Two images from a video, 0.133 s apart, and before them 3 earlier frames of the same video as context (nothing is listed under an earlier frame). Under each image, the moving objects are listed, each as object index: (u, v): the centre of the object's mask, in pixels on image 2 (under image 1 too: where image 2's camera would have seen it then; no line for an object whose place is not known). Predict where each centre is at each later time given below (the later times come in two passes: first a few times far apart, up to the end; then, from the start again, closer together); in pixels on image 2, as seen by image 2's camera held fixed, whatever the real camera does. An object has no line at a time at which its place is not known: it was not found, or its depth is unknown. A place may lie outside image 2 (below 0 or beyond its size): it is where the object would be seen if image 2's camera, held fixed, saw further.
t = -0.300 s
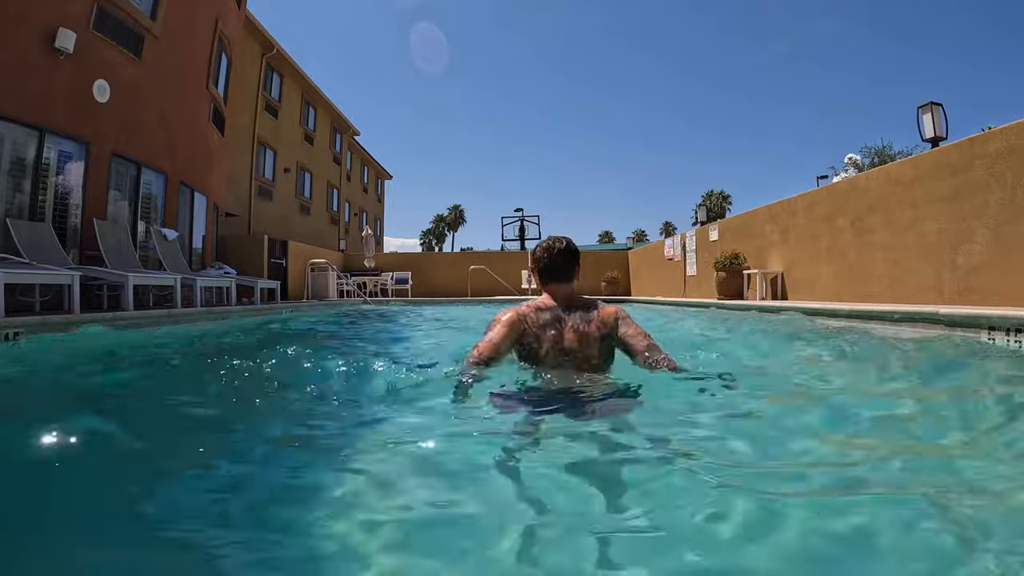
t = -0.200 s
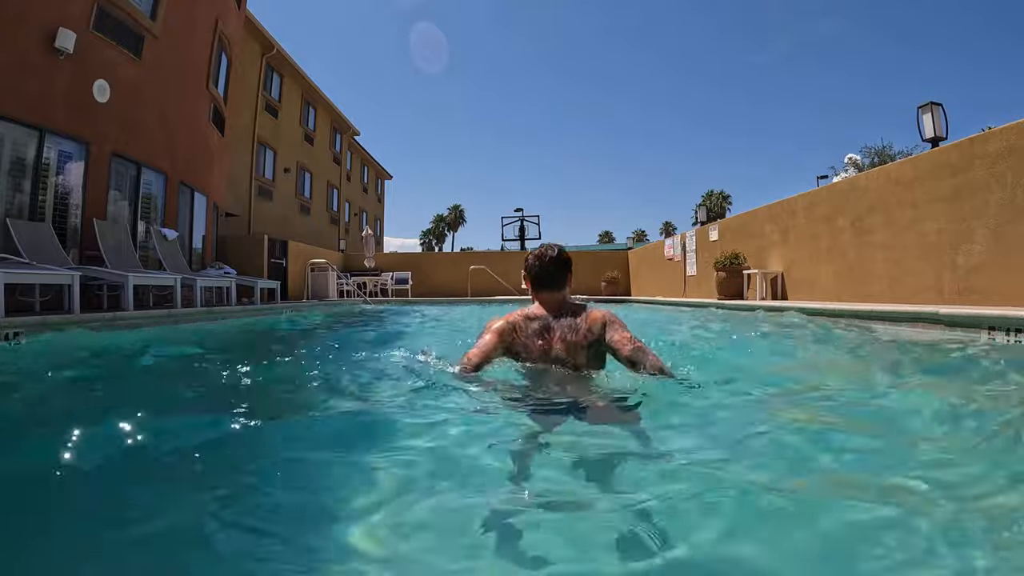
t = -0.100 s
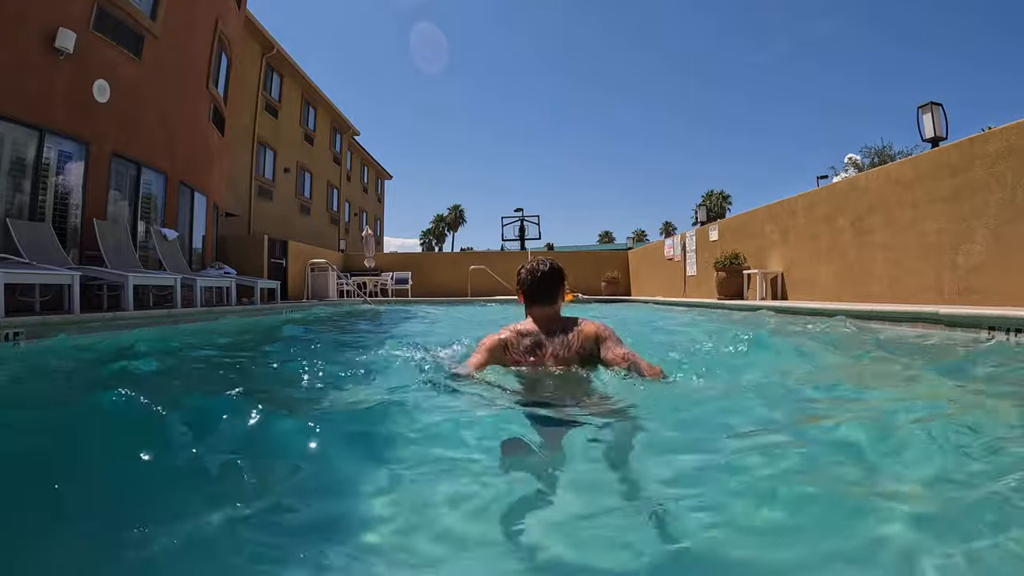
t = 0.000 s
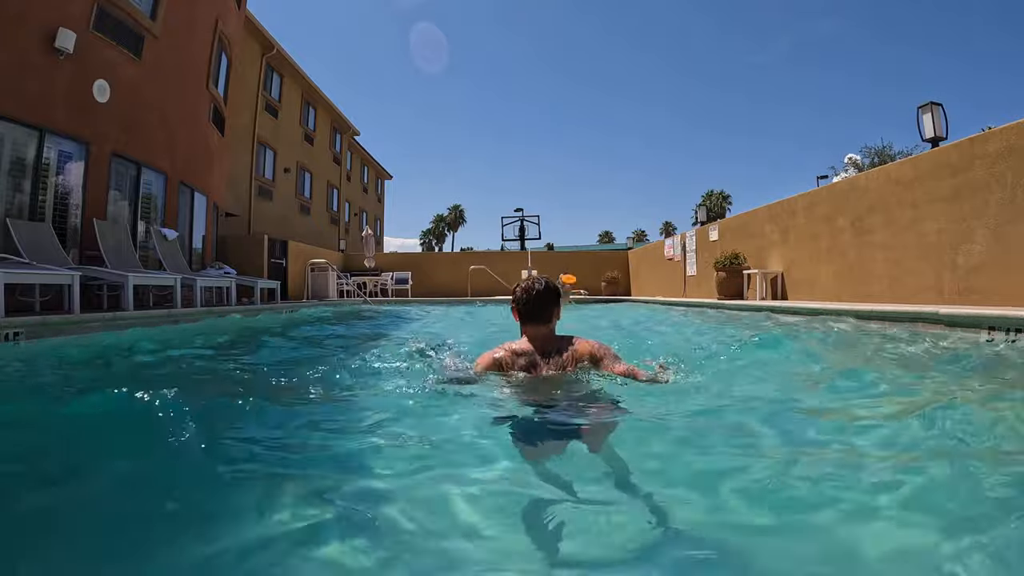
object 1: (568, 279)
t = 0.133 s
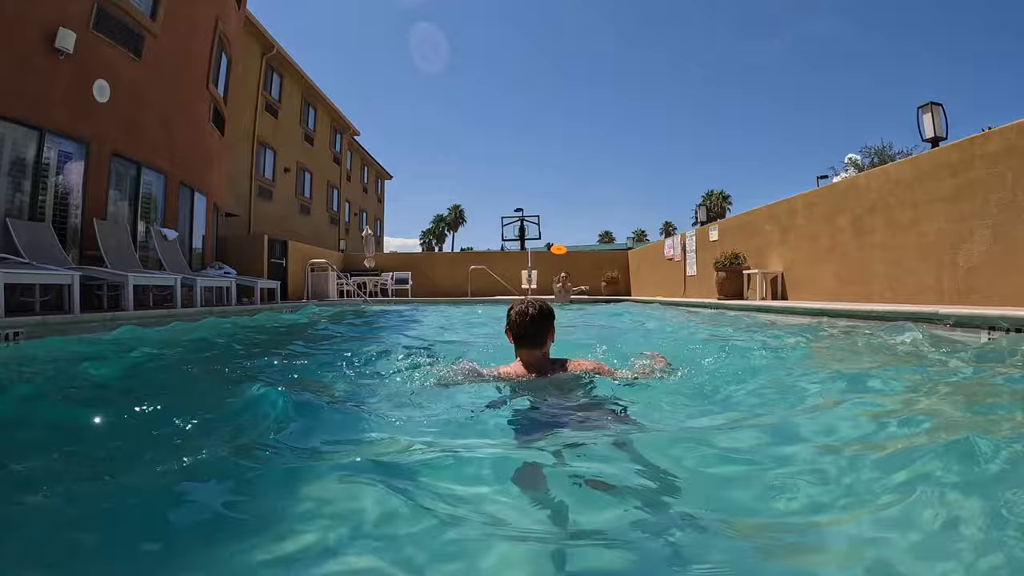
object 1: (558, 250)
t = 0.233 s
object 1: (550, 230)
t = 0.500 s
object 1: (522, 183)
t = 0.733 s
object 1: (491, 158)
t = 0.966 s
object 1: (451, 163)
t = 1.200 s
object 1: (402, 211)
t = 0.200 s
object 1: (553, 236)
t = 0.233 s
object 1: (550, 230)
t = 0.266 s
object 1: (547, 224)
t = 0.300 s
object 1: (544, 217)
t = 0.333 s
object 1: (541, 211)
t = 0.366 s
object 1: (537, 205)
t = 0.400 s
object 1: (533, 199)
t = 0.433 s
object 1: (530, 194)
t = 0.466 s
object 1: (526, 188)
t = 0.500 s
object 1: (522, 183)
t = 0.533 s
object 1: (518, 178)
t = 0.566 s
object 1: (514, 173)
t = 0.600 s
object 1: (510, 169)
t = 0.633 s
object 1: (505, 166)
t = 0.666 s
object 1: (500, 163)
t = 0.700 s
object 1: (496, 160)
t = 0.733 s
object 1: (491, 158)
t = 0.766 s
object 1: (486, 157)
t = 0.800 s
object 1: (481, 156)
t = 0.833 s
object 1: (475, 156)
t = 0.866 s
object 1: (470, 157)
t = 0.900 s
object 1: (464, 158)
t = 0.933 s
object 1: (458, 160)
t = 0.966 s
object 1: (451, 163)
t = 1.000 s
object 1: (445, 167)
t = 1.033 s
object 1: (438, 172)
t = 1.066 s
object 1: (431, 178)
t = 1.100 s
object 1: (424, 184)
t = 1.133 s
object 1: (417, 192)
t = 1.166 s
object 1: (410, 201)
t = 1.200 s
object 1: (402, 211)
